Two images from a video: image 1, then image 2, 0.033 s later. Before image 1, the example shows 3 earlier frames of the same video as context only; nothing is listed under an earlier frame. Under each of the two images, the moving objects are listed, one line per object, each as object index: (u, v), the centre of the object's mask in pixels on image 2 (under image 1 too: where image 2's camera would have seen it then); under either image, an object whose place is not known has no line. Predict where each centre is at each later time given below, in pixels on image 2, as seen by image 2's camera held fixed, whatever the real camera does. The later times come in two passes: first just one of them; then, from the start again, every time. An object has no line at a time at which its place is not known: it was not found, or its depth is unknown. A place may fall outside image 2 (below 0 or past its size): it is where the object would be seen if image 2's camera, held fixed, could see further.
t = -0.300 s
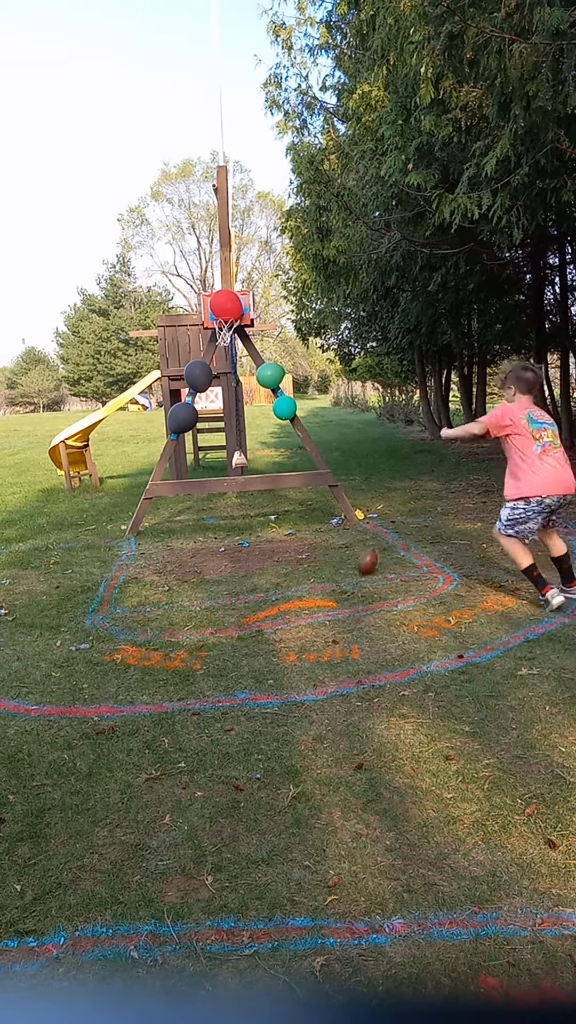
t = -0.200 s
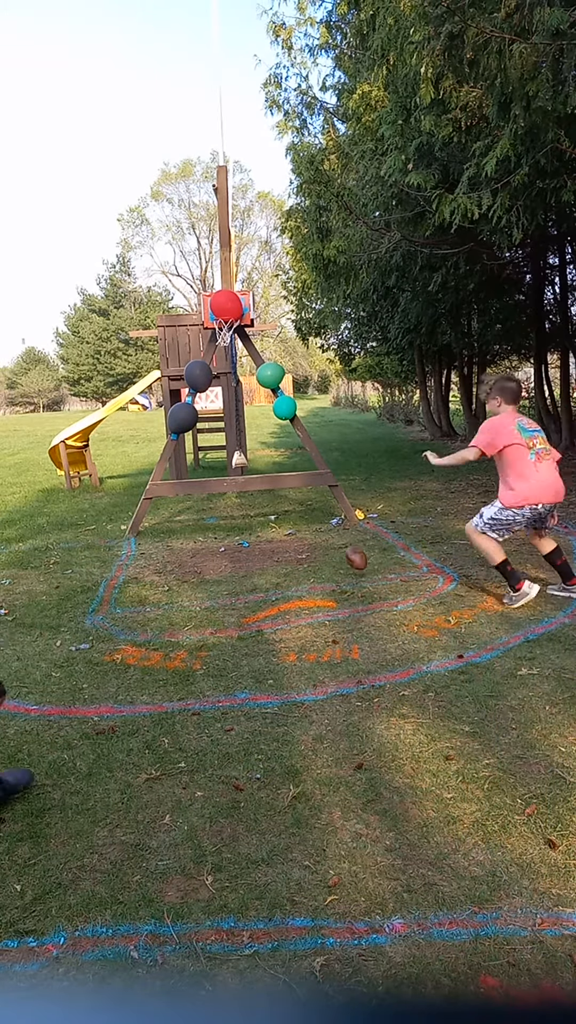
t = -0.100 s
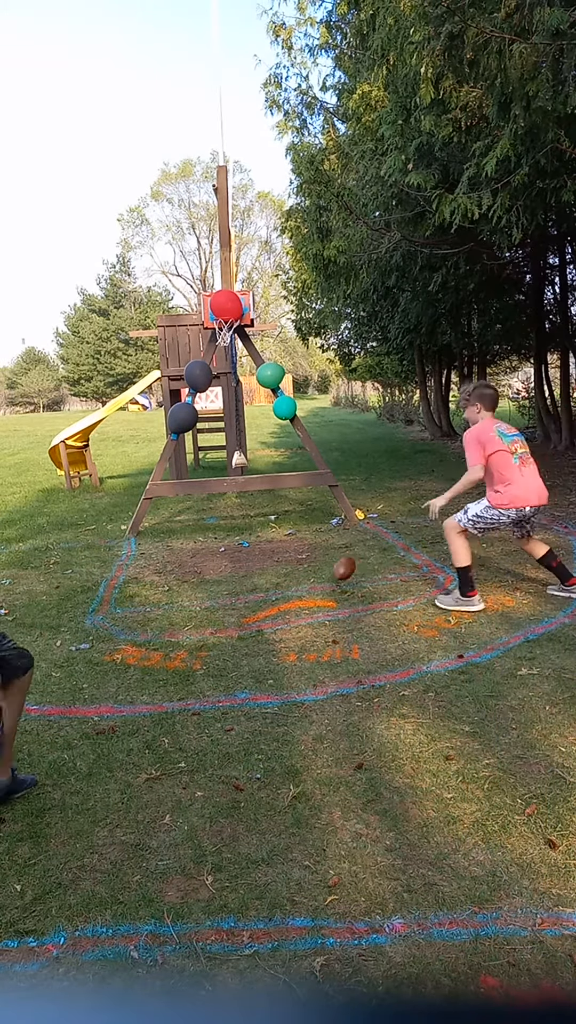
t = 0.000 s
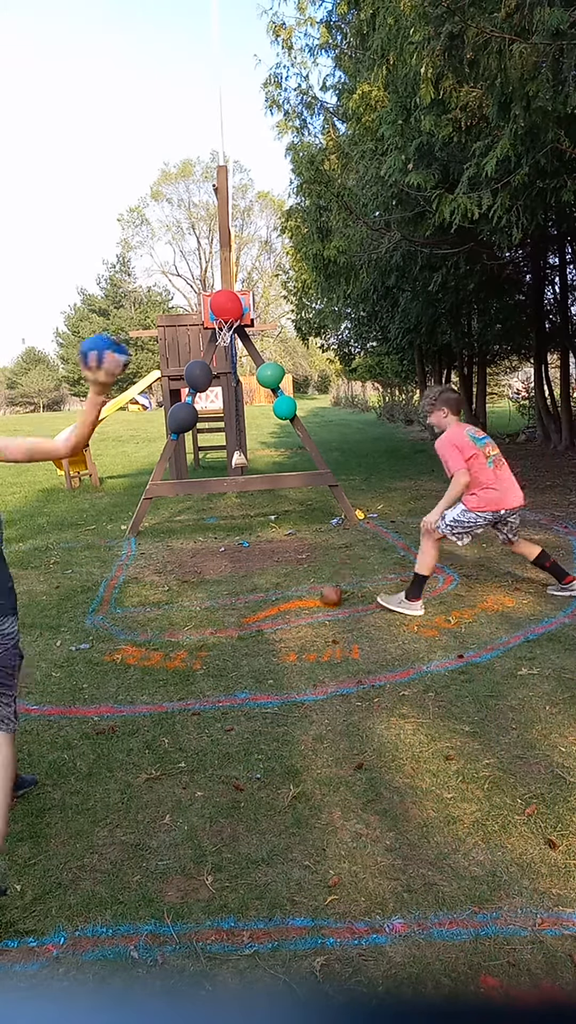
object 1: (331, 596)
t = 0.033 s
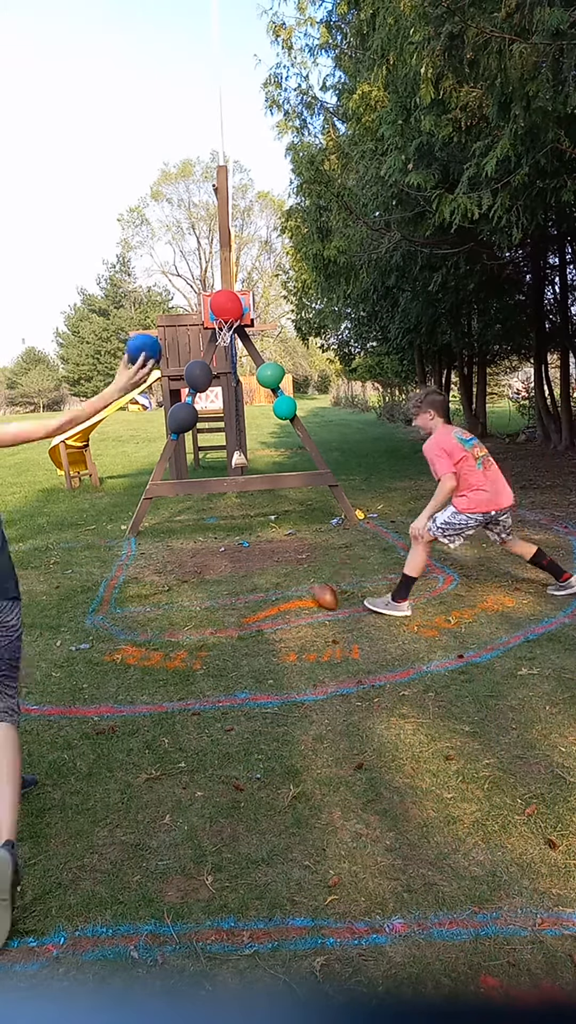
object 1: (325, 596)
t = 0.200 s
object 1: (292, 607)
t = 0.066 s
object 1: (319, 596)
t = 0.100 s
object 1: (313, 596)
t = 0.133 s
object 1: (306, 598)
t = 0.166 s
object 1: (300, 601)
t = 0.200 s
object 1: (292, 607)
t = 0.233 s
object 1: (285, 615)
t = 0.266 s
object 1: (278, 626)
